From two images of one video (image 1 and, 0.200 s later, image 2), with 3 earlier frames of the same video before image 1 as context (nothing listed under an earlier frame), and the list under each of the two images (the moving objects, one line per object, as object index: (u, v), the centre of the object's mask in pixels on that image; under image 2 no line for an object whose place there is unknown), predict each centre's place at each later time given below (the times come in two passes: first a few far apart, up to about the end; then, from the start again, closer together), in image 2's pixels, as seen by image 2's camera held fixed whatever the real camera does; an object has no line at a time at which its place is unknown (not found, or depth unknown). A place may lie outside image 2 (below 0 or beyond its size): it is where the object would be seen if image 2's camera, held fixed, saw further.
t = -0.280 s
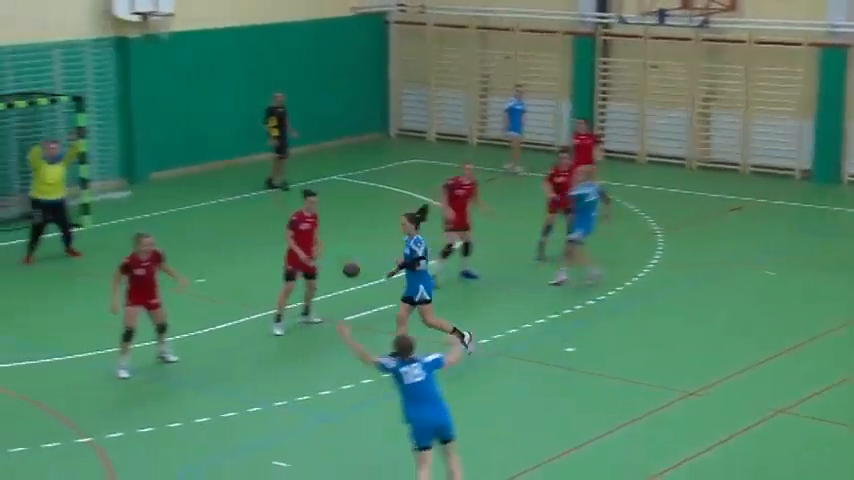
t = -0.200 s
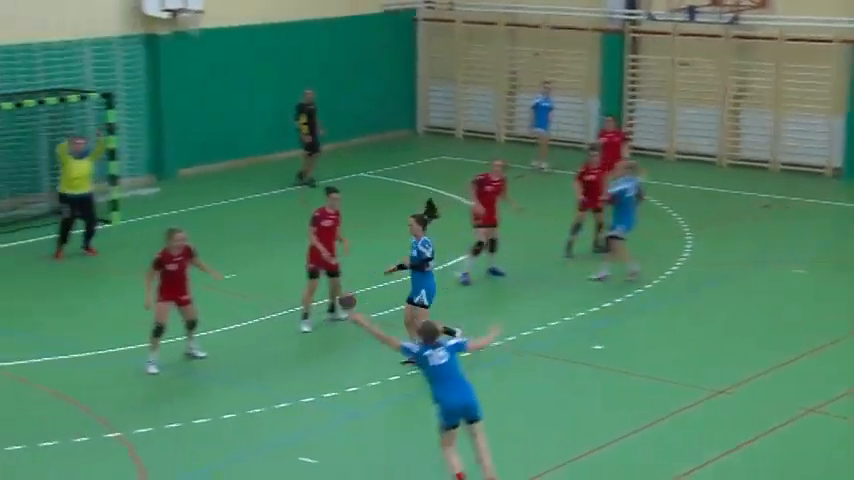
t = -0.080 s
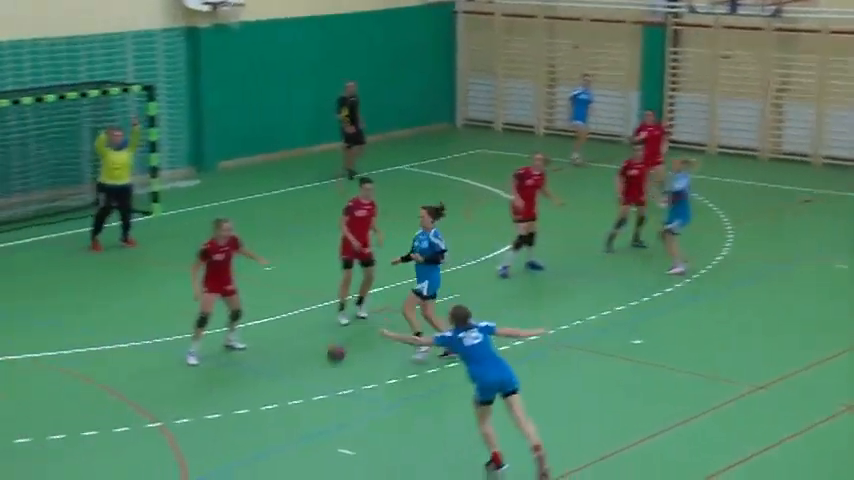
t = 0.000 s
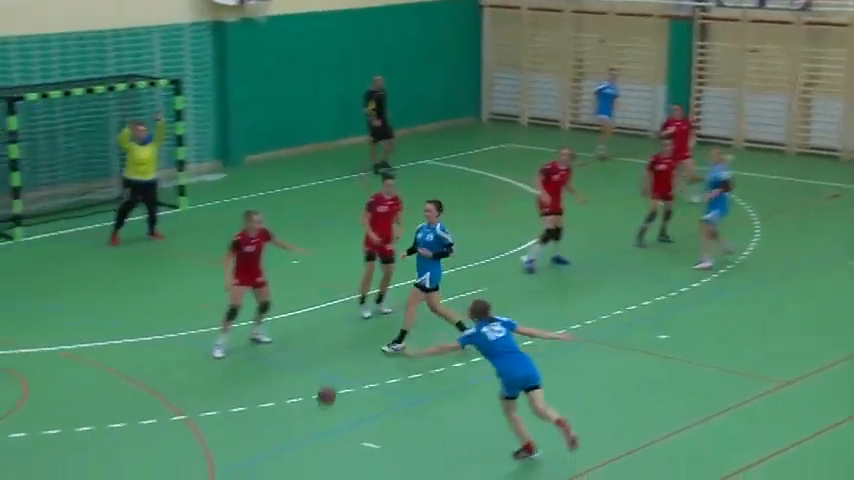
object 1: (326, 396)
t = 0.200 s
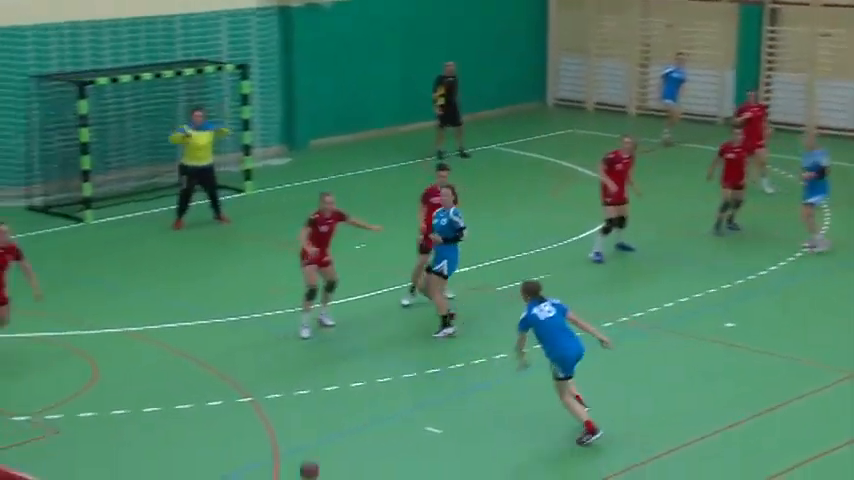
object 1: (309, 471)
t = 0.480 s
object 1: (225, 389)
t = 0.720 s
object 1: (150, 389)
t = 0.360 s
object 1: (259, 414)
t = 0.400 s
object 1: (248, 404)
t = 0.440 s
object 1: (237, 395)
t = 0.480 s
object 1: (225, 389)
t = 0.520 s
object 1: (211, 384)
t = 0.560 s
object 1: (199, 382)
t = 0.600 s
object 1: (187, 381)
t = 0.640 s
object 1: (175, 382)
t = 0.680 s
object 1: (163, 384)
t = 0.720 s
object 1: (150, 389)
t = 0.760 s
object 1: (137, 395)
